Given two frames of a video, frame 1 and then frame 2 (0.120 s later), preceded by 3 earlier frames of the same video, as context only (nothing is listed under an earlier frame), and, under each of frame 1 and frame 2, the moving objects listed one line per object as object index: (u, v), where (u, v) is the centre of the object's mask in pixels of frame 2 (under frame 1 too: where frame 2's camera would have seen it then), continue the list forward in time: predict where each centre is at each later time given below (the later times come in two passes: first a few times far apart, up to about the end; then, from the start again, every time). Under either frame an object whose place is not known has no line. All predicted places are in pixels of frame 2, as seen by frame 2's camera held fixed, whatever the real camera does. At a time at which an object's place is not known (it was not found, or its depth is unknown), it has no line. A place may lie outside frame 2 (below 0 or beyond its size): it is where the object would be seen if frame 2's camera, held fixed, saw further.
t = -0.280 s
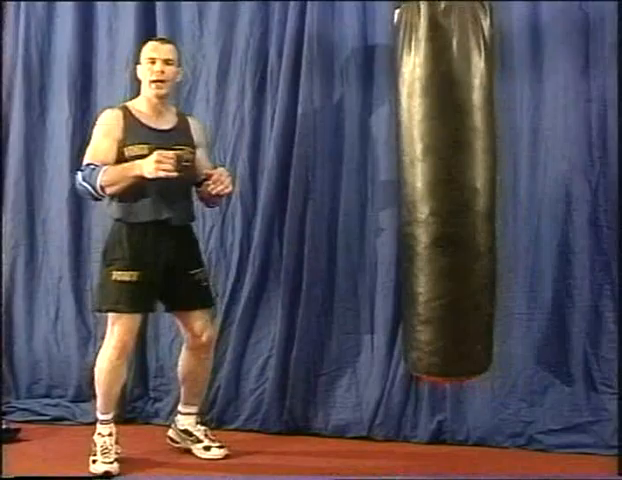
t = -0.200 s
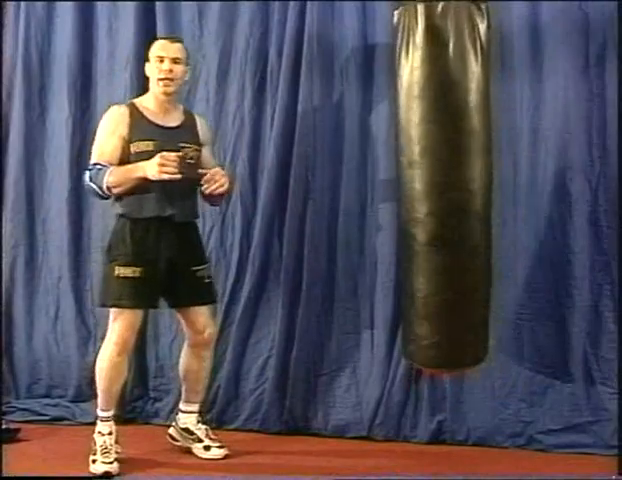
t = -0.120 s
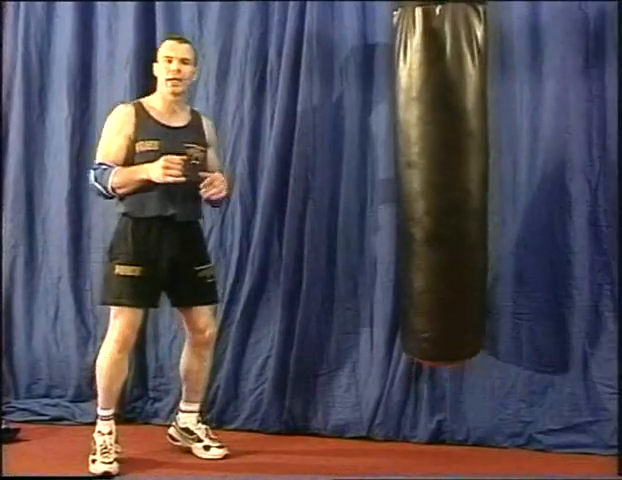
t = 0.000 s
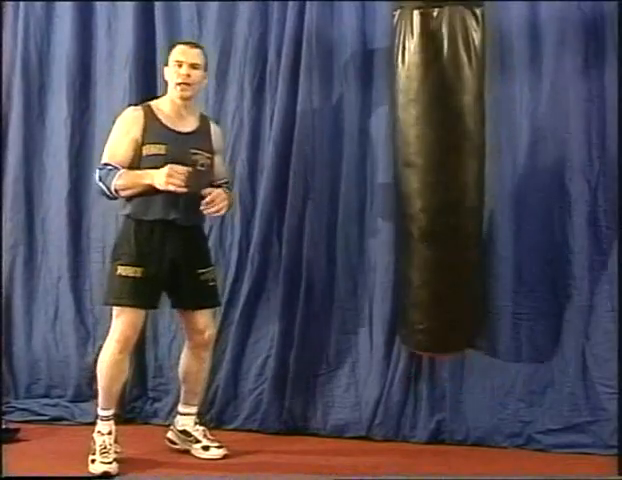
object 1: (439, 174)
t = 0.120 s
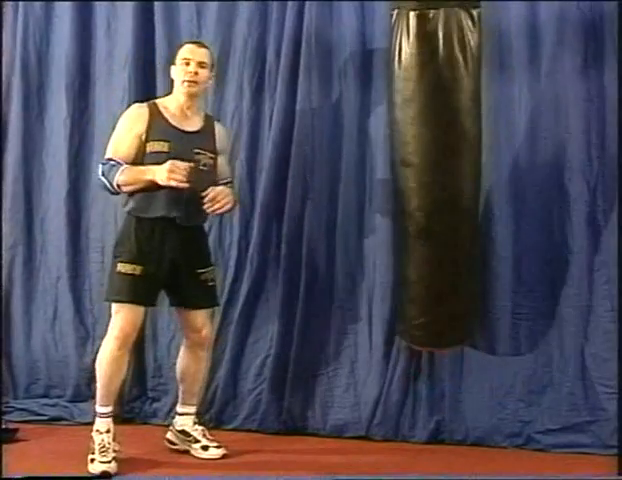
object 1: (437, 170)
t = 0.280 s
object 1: (436, 168)
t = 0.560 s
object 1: (435, 183)
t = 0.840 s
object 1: (440, 198)
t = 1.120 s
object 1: (449, 207)
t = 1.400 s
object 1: (459, 204)
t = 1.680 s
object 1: (459, 208)
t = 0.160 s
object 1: (437, 169)
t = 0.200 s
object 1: (436, 168)
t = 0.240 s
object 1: (436, 168)
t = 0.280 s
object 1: (436, 168)
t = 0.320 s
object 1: (435, 169)
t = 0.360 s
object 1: (435, 171)
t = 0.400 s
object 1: (435, 172)
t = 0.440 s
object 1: (435, 175)
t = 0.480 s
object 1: (434, 178)
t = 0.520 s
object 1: (434, 181)
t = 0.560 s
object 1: (435, 183)
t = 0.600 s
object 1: (435, 186)
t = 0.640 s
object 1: (436, 188)
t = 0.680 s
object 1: (436, 191)
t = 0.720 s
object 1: (437, 193)
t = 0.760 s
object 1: (438, 195)
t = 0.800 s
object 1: (439, 197)
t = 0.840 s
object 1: (440, 198)
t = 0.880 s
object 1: (441, 200)
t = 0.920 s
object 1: (442, 202)
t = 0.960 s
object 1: (444, 203)
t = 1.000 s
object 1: (445, 205)
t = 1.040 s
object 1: (446, 205)
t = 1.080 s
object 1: (448, 206)
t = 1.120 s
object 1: (449, 207)
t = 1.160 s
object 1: (450, 207)
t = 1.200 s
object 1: (452, 206)
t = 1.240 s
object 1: (454, 205)
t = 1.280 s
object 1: (456, 205)
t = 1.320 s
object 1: (457, 204)
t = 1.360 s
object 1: (458, 204)
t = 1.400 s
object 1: (459, 204)
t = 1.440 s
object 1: (459, 205)
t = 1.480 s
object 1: (460, 205)
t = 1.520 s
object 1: (460, 205)
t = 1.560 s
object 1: (461, 206)
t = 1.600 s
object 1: (461, 206)
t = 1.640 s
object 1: (461, 206)
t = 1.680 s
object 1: (459, 208)
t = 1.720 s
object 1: (459, 209)
